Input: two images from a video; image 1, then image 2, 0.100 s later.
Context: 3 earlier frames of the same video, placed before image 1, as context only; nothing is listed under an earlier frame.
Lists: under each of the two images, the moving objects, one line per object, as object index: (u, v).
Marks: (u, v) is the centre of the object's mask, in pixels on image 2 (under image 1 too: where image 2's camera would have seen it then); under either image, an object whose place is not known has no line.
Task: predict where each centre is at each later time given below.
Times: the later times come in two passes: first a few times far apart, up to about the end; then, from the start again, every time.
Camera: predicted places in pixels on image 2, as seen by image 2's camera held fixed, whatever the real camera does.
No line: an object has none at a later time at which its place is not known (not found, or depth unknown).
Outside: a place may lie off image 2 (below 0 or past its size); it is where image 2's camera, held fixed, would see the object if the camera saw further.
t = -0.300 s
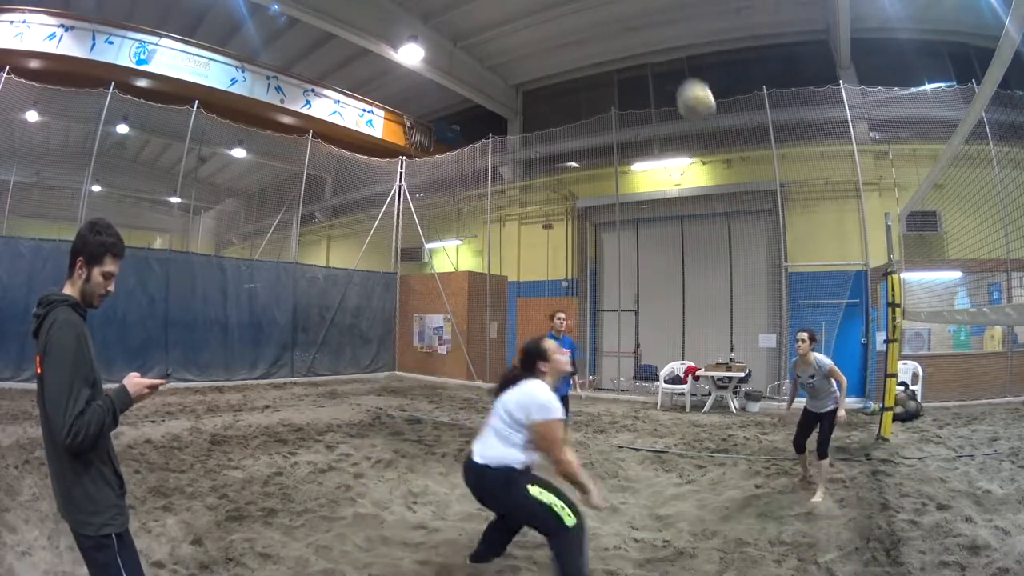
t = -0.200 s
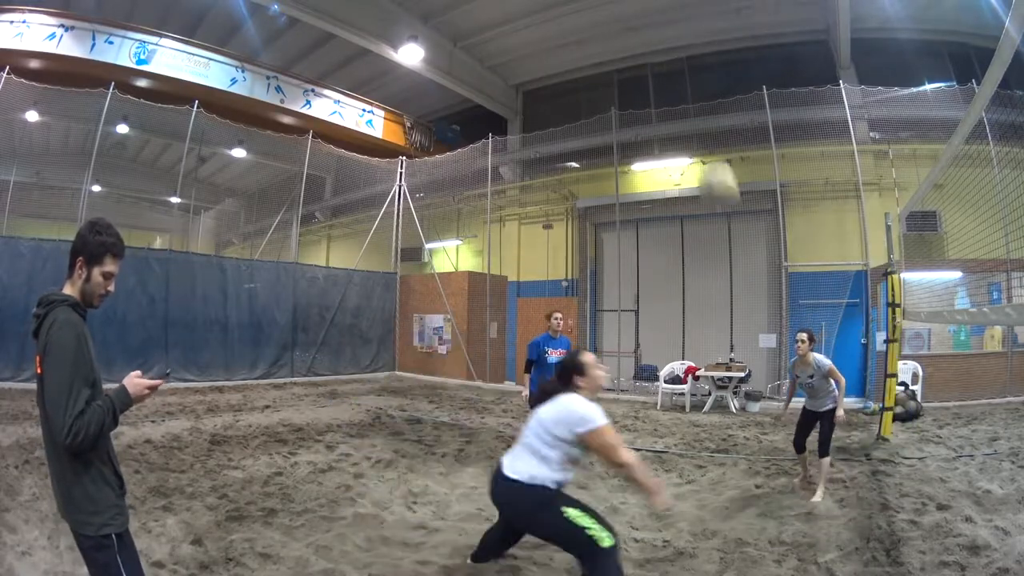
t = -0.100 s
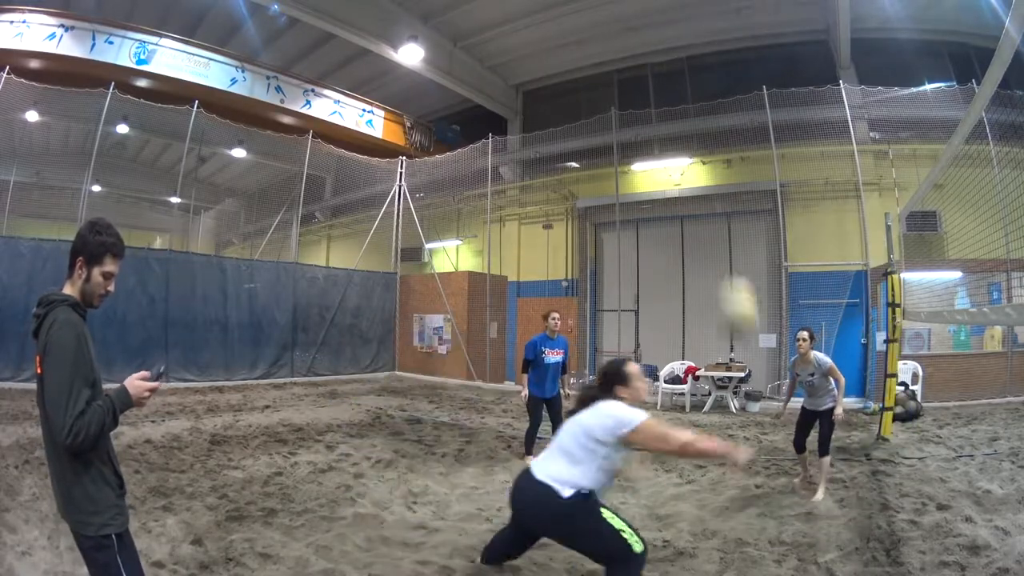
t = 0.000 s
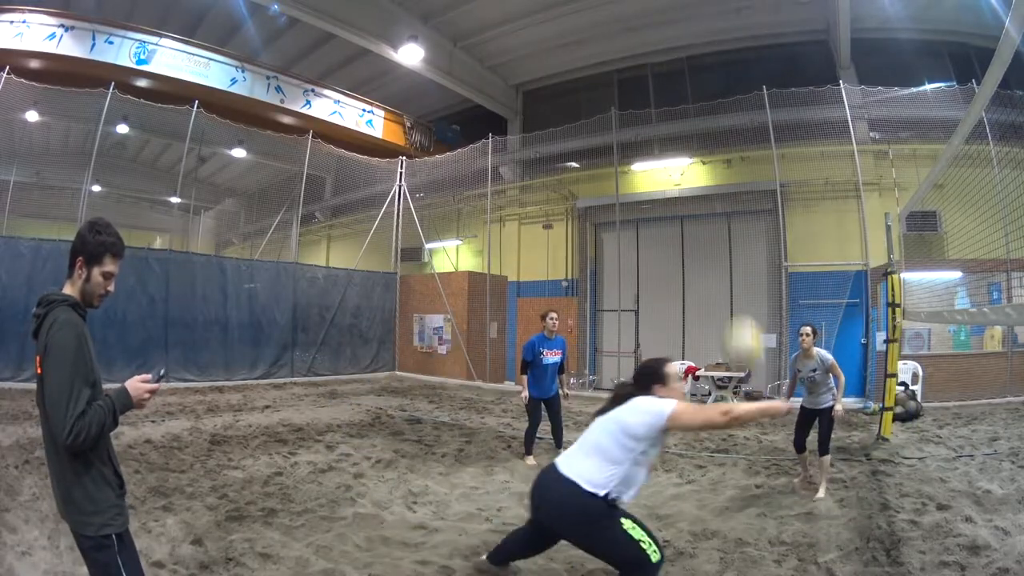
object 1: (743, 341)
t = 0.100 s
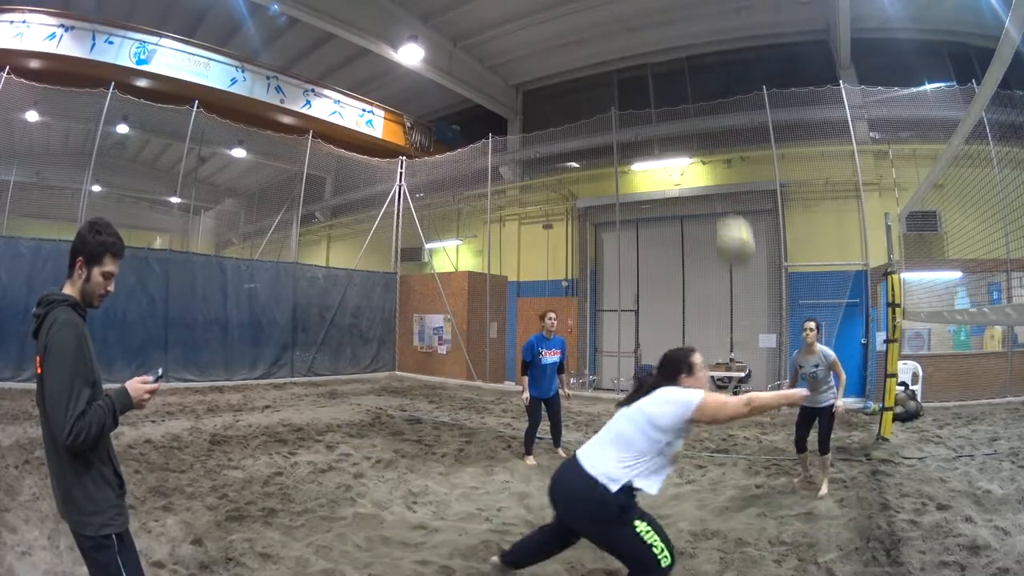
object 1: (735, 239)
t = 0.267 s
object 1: (714, 135)
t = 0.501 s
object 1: (695, 86)
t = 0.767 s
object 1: (688, 117)
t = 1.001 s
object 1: (688, 217)
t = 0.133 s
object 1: (730, 210)
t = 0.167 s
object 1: (727, 186)
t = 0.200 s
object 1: (722, 168)
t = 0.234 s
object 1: (718, 149)
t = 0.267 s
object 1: (714, 135)
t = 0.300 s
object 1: (710, 120)
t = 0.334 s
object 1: (707, 109)
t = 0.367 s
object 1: (704, 101)
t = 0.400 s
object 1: (701, 96)
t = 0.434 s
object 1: (699, 91)
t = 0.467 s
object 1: (697, 87)
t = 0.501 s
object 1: (695, 86)
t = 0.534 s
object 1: (694, 86)
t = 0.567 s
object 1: (692, 87)
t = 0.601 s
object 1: (691, 89)
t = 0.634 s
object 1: (690, 91)
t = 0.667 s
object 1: (689, 97)
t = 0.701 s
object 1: (689, 103)
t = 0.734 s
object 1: (688, 108)
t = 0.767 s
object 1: (688, 117)
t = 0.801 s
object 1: (689, 127)
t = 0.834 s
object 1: (688, 140)
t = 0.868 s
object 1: (689, 152)
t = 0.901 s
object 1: (689, 168)
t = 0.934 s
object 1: (686, 185)
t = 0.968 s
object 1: (688, 198)
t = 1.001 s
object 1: (688, 217)
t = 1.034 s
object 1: (688, 236)
